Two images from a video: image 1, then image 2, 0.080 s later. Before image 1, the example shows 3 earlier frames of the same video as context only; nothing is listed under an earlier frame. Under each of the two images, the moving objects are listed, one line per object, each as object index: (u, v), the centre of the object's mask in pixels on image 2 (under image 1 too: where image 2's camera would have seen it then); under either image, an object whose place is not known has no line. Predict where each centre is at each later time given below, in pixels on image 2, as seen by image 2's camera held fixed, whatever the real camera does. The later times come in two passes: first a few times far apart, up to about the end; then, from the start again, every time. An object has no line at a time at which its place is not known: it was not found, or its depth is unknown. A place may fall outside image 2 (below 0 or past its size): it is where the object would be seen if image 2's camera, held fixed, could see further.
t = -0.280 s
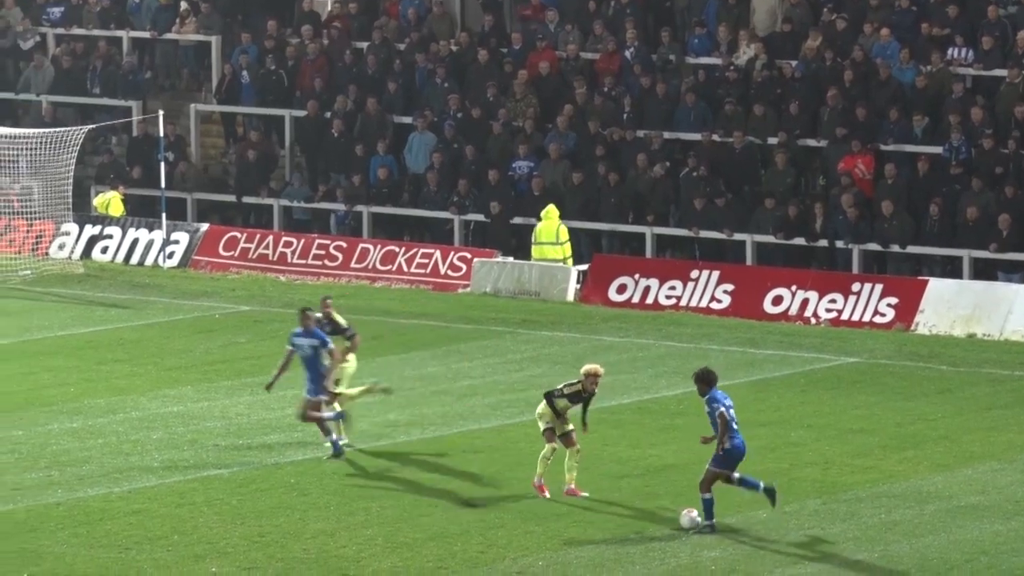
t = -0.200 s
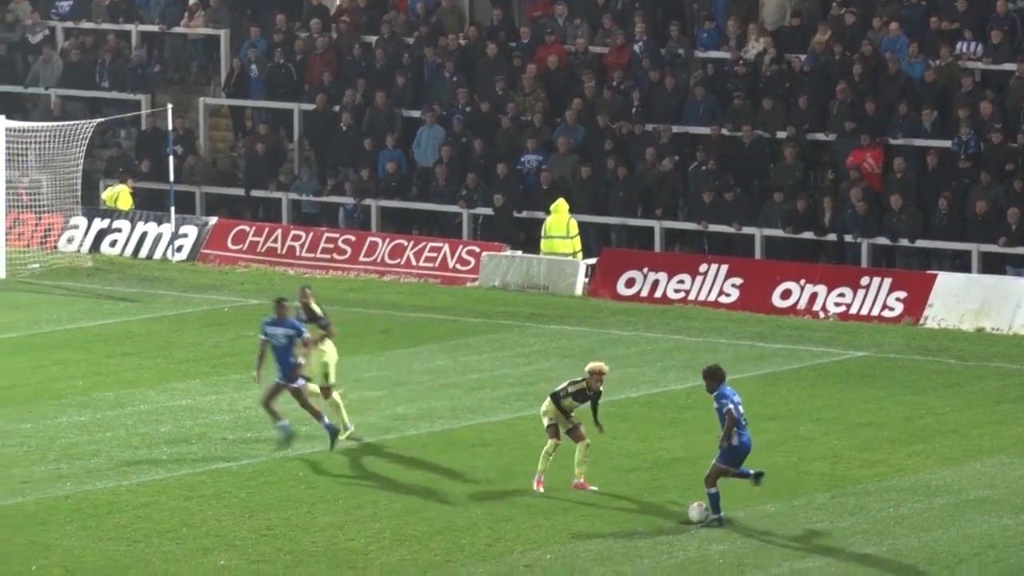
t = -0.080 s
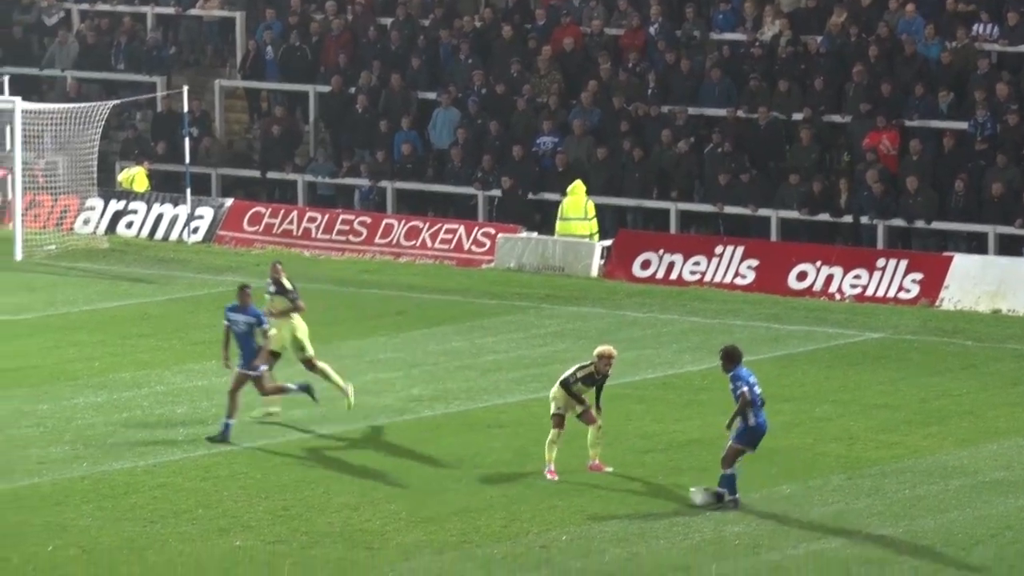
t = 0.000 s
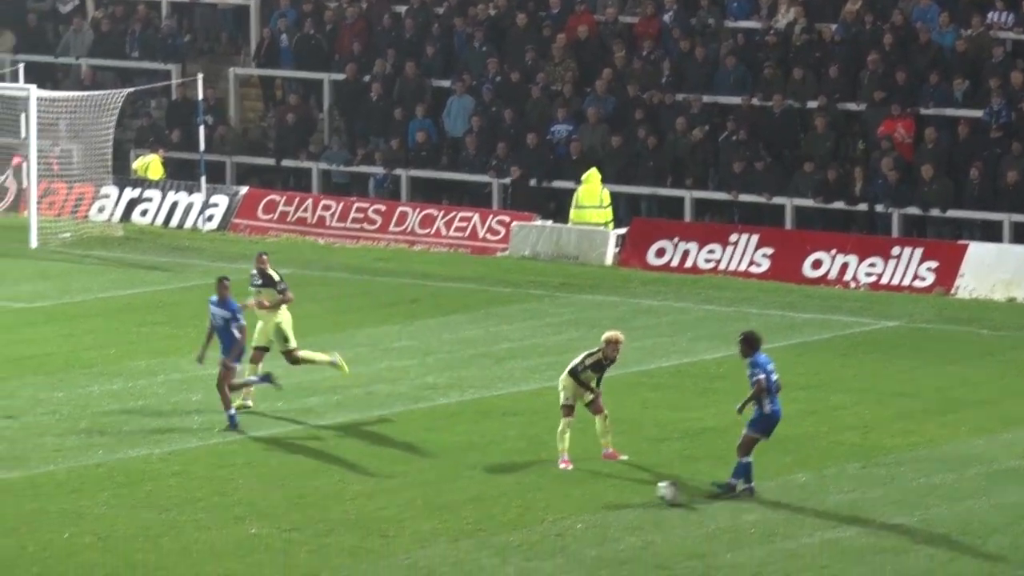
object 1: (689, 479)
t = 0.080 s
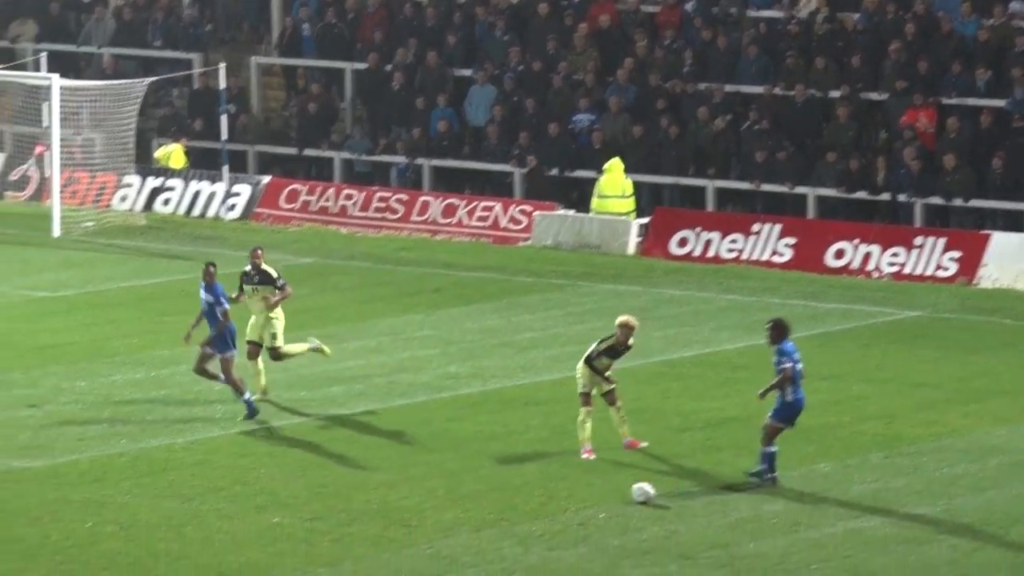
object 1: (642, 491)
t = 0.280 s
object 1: (530, 515)
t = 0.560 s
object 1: (388, 543)
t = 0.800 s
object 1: (282, 568)
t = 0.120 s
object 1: (620, 496)
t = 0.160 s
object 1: (597, 500)
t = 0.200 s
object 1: (574, 504)
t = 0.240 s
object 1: (552, 510)
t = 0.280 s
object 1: (530, 515)
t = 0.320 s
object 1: (509, 519)
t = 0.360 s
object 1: (488, 522)
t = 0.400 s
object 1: (467, 528)
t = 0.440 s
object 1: (446, 532)
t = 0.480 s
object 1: (427, 534)
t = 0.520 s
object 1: (407, 538)
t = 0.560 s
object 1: (388, 543)
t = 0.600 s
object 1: (368, 549)
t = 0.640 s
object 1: (350, 553)
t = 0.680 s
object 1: (332, 557)
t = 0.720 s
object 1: (315, 562)
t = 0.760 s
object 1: (298, 565)
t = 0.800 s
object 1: (282, 568)
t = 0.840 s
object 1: (265, 573)
